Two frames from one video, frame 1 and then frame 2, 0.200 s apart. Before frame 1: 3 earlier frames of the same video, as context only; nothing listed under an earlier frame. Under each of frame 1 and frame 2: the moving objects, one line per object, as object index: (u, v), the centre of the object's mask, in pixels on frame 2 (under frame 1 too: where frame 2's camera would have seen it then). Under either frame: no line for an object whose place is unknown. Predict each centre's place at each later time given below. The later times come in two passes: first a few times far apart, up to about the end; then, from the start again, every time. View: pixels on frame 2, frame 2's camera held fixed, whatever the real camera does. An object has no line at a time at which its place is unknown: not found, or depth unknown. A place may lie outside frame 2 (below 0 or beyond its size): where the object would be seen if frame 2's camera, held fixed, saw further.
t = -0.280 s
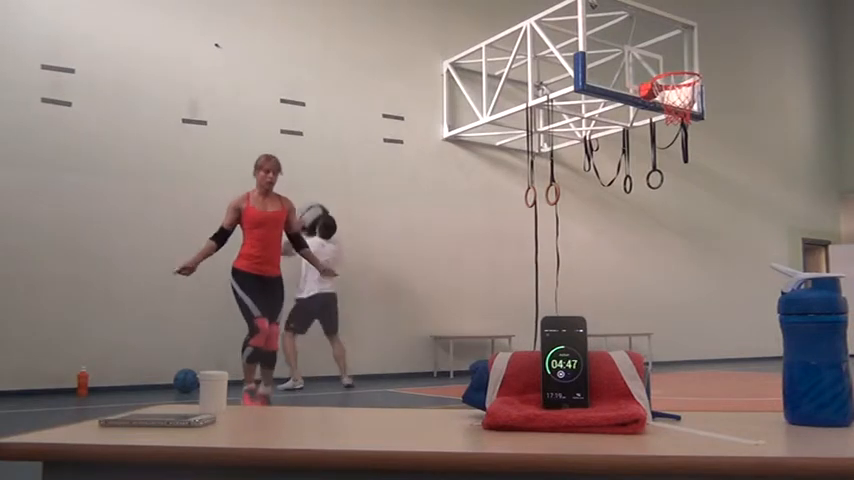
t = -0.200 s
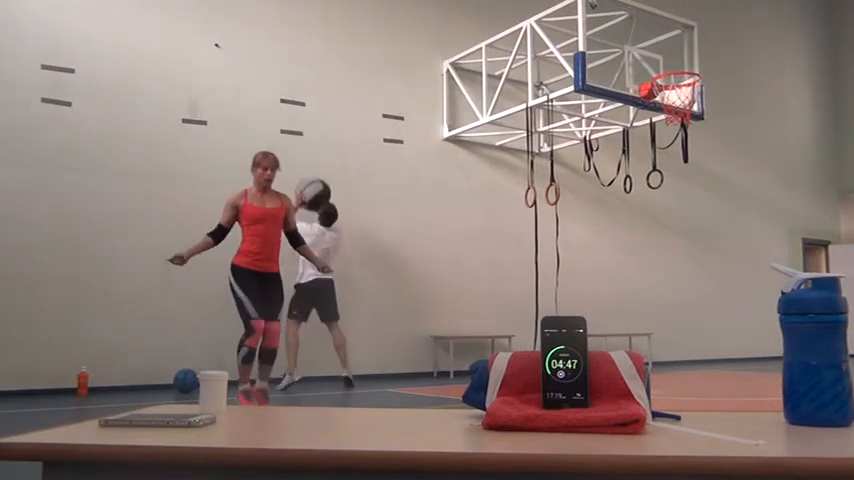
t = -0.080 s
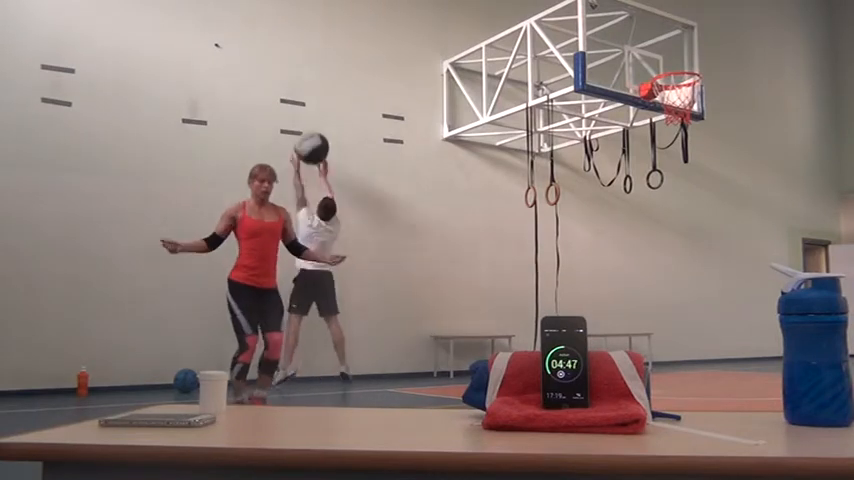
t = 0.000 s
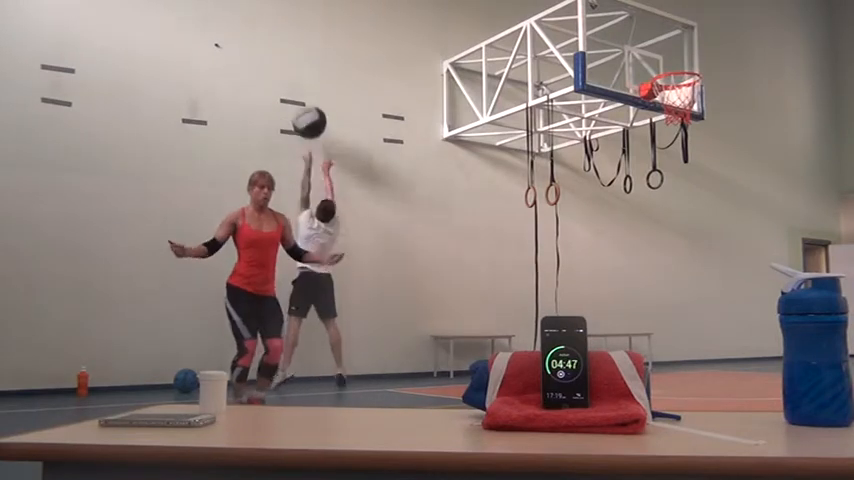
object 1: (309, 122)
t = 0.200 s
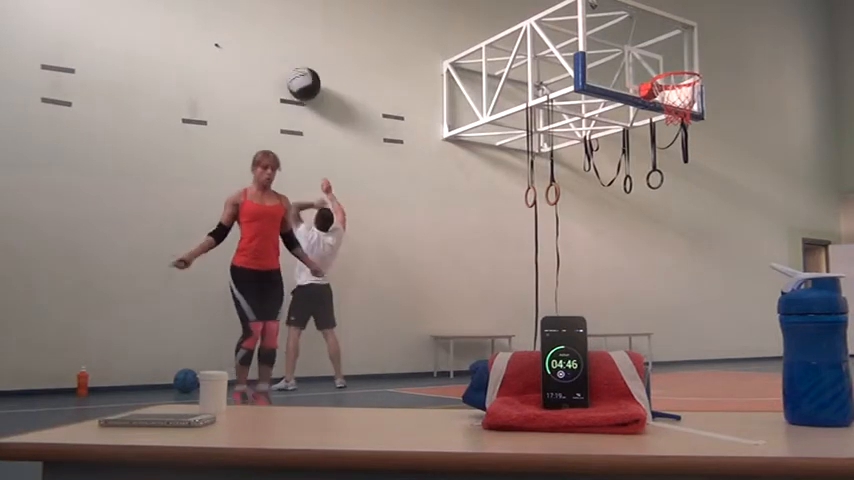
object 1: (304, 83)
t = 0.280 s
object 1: (304, 78)
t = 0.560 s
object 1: (311, 101)
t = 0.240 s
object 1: (303, 80)
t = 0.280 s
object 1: (304, 78)
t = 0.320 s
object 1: (305, 77)
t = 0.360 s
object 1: (306, 78)
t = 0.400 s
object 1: (307, 80)
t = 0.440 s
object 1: (309, 83)
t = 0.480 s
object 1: (310, 87)
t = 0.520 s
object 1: (311, 93)
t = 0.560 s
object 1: (311, 101)
